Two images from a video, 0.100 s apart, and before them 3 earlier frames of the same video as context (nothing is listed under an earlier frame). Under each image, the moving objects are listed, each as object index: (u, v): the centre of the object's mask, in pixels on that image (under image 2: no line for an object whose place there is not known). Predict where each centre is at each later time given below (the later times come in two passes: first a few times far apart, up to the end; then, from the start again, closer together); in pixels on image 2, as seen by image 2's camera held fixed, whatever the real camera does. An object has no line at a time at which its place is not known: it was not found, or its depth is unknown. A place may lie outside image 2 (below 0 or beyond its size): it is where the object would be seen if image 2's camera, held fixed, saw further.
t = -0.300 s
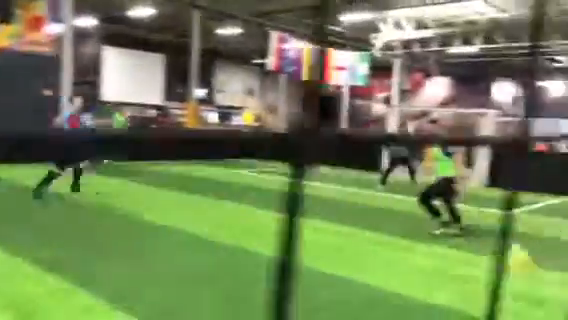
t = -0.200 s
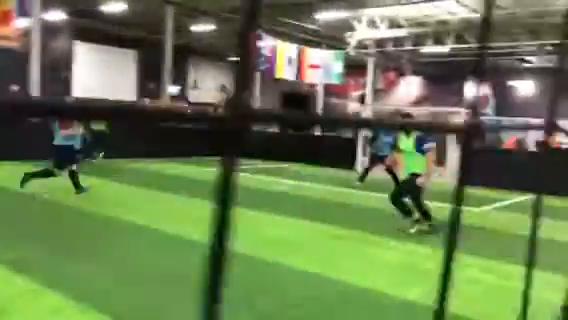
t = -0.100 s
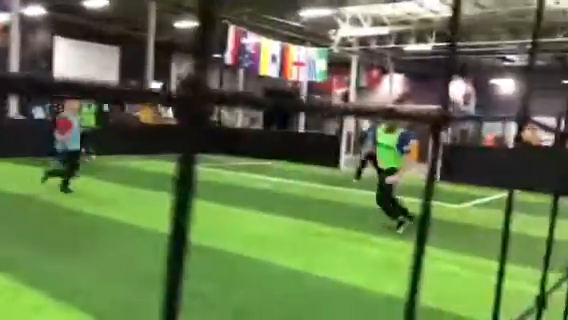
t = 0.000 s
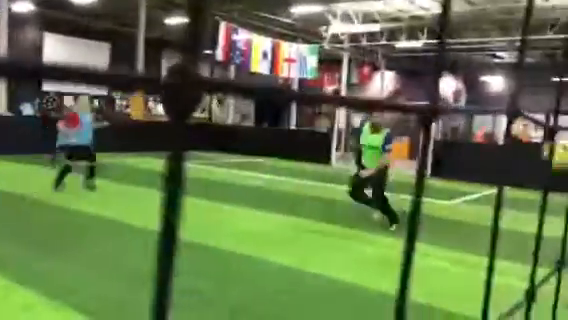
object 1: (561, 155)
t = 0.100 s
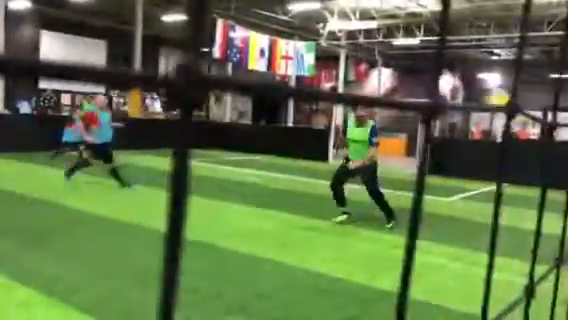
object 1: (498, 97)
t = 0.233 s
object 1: (431, 63)
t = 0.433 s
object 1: (348, 41)
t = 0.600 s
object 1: (288, 52)
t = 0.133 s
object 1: (481, 93)
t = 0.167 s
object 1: (466, 79)
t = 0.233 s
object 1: (431, 63)
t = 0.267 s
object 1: (418, 56)
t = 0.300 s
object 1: (400, 50)
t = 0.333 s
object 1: (389, 46)
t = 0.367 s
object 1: (374, 44)
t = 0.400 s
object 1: (361, 43)
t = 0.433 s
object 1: (348, 41)
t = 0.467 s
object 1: (334, 42)
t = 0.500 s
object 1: (323, 44)
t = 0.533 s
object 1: (312, 47)
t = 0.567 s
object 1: (298, 48)
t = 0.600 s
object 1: (288, 52)
